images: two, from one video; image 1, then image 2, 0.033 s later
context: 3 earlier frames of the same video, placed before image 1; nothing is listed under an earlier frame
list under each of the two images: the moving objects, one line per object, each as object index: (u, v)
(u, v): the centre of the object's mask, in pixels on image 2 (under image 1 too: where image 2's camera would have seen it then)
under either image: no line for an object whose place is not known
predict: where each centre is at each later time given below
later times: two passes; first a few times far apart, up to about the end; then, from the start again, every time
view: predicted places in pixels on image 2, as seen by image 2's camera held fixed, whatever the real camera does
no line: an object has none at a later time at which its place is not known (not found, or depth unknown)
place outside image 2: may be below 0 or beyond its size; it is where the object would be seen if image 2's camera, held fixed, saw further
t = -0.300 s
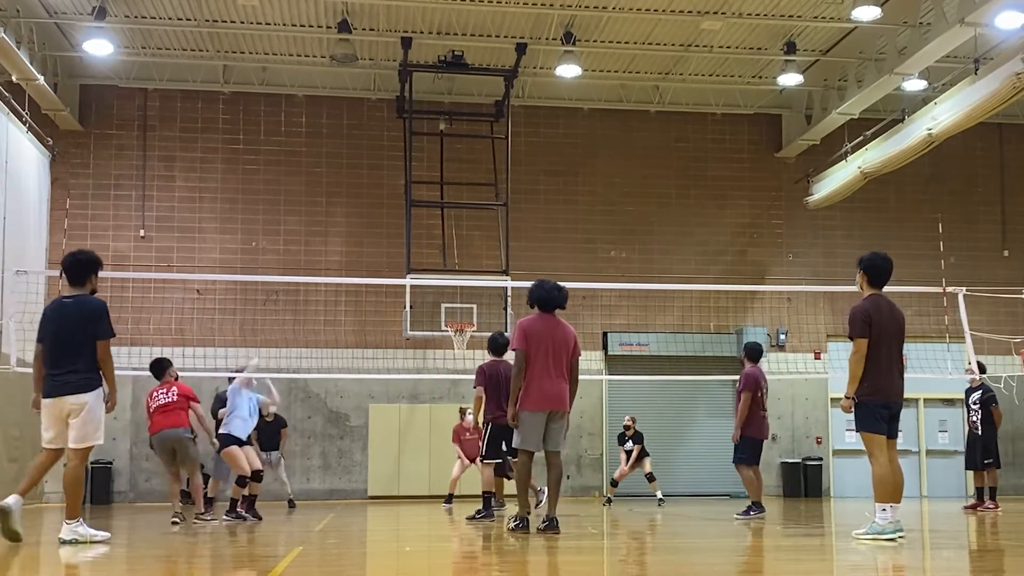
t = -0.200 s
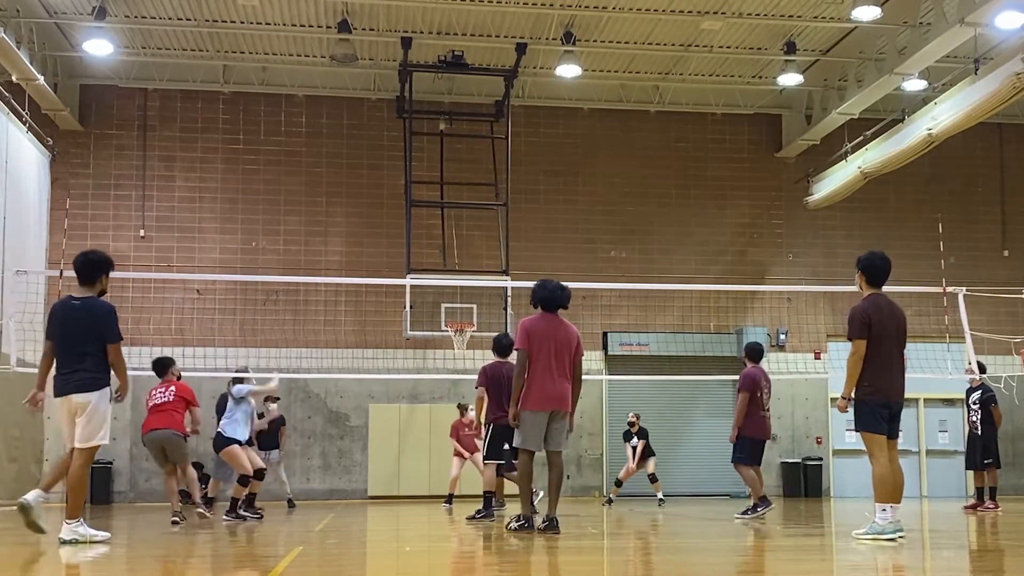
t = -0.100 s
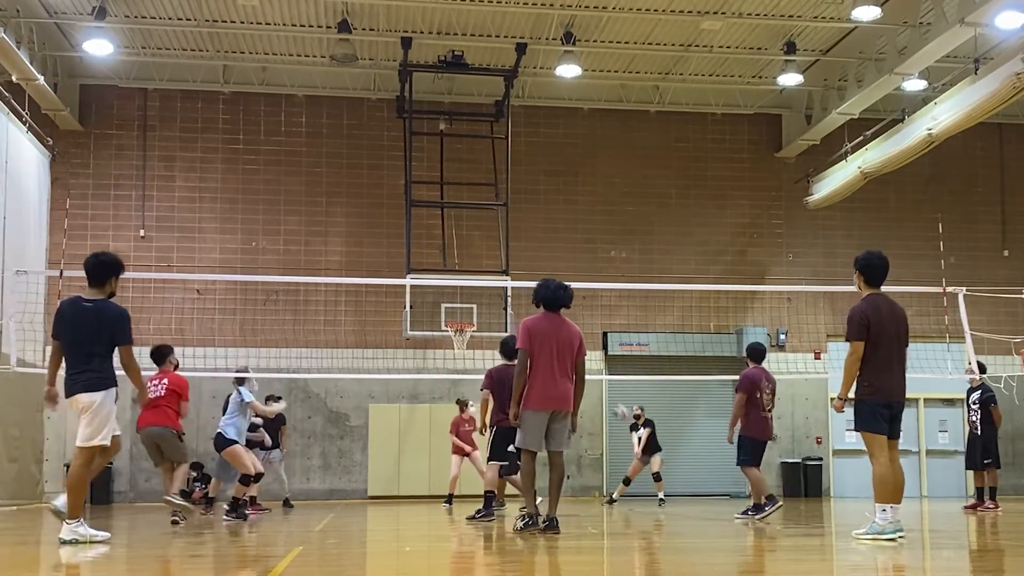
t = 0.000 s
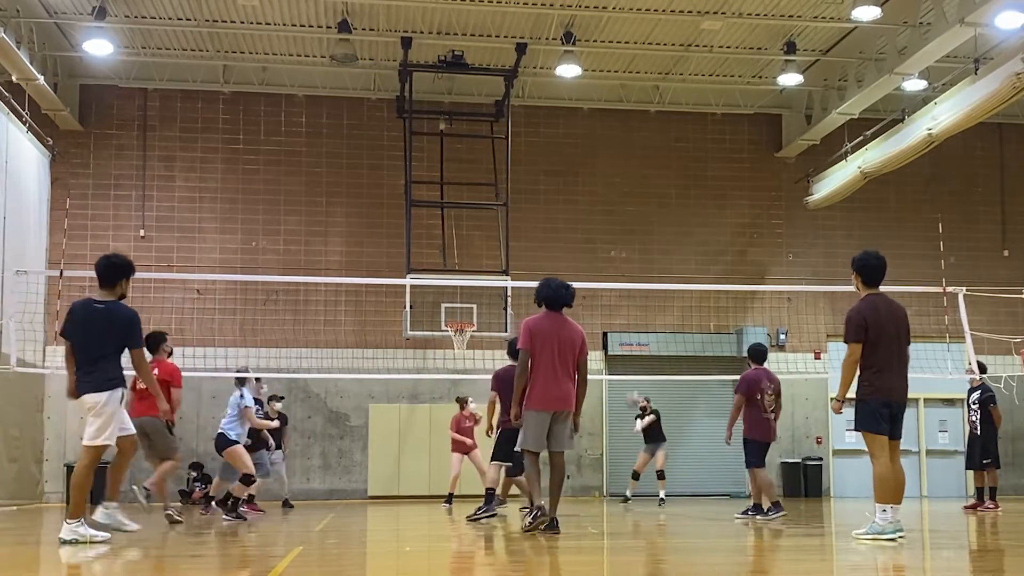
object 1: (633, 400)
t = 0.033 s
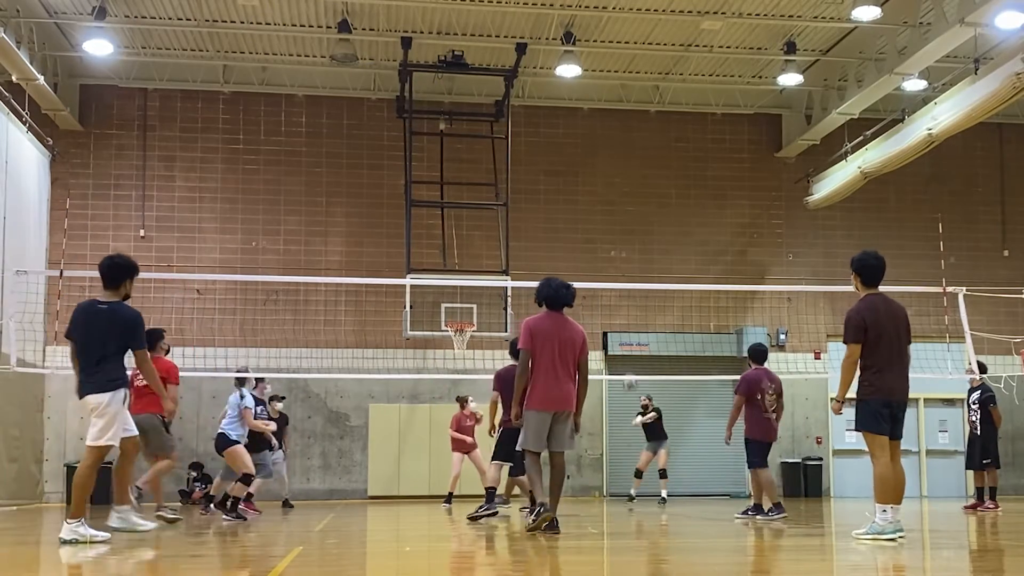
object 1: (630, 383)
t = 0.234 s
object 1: (613, 296)
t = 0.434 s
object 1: (598, 239)
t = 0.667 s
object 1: (581, 206)
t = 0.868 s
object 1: (567, 206)
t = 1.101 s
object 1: (550, 239)
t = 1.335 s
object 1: (531, 308)
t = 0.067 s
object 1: (626, 364)
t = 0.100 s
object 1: (625, 351)
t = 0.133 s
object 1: (622, 335)
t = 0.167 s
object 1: (619, 322)
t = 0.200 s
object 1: (617, 308)
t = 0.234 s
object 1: (613, 296)
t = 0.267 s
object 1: (612, 280)
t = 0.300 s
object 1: (608, 274)
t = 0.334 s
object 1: (607, 264)
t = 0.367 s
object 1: (604, 254)
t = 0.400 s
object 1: (601, 247)
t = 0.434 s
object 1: (598, 239)
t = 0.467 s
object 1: (596, 231)
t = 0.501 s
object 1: (594, 226)
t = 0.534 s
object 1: (591, 220)
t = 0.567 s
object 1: (588, 215)
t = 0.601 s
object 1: (586, 212)
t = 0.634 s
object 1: (584, 208)
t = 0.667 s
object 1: (581, 206)
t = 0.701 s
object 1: (579, 204)
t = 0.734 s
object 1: (576, 202)
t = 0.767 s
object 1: (574, 202)
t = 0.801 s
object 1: (571, 202)
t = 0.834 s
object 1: (569, 204)
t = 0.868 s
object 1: (567, 206)
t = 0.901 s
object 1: (564, 209)
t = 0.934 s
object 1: (562, 212)
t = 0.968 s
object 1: (560, 215)
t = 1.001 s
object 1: (557, 221)
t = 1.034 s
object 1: (554, 226)
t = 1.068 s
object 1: (552, 232)
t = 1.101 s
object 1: (550, 239)
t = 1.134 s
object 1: (548, 247)
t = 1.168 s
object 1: (545, 256)
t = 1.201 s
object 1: (542, 264)
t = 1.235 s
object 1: (539, 274)
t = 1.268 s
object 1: (538, 287)
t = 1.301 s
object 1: (535, 297)
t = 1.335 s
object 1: (531, 308)
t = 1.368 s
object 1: (530, 323)
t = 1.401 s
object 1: (528, 336)
